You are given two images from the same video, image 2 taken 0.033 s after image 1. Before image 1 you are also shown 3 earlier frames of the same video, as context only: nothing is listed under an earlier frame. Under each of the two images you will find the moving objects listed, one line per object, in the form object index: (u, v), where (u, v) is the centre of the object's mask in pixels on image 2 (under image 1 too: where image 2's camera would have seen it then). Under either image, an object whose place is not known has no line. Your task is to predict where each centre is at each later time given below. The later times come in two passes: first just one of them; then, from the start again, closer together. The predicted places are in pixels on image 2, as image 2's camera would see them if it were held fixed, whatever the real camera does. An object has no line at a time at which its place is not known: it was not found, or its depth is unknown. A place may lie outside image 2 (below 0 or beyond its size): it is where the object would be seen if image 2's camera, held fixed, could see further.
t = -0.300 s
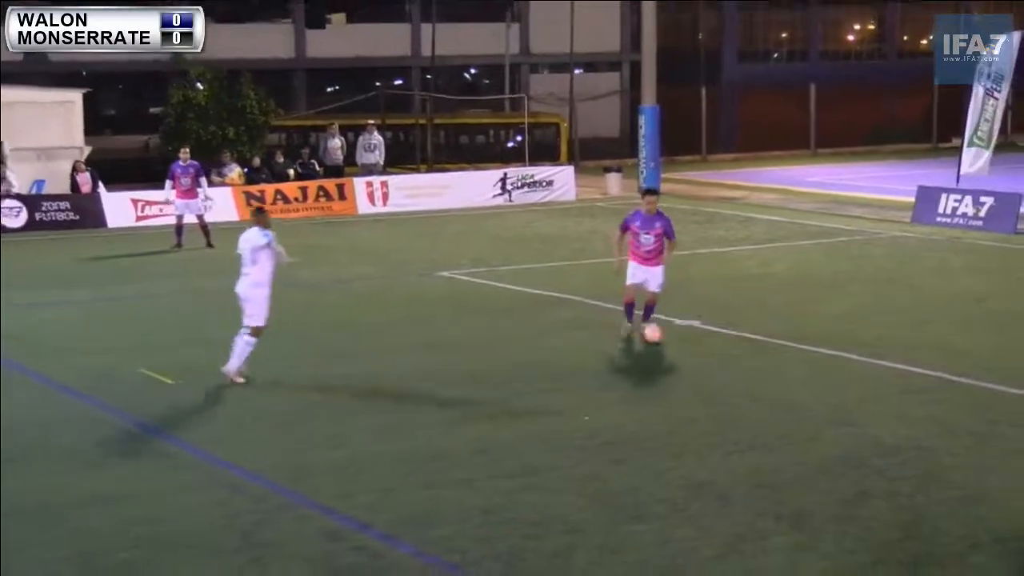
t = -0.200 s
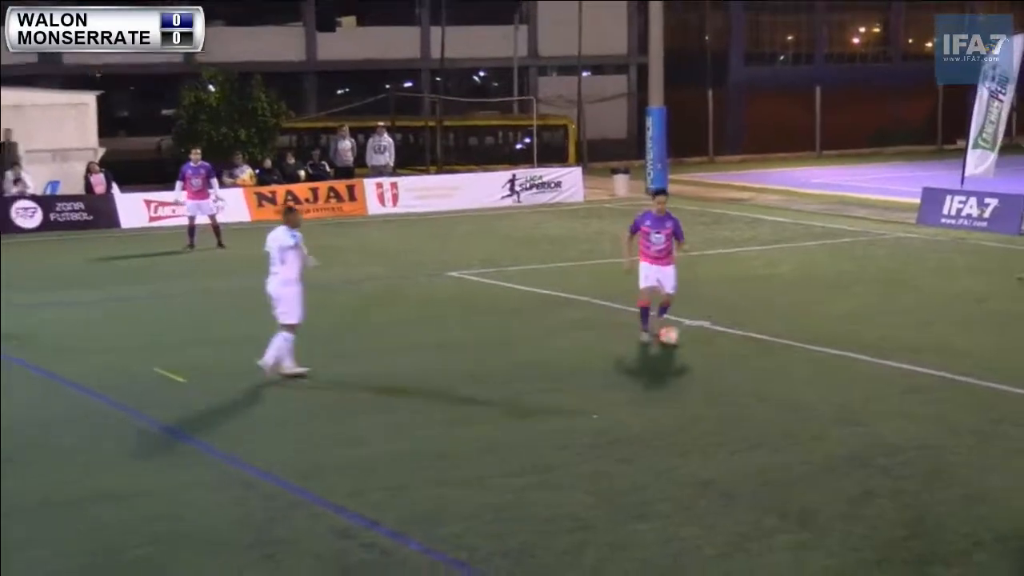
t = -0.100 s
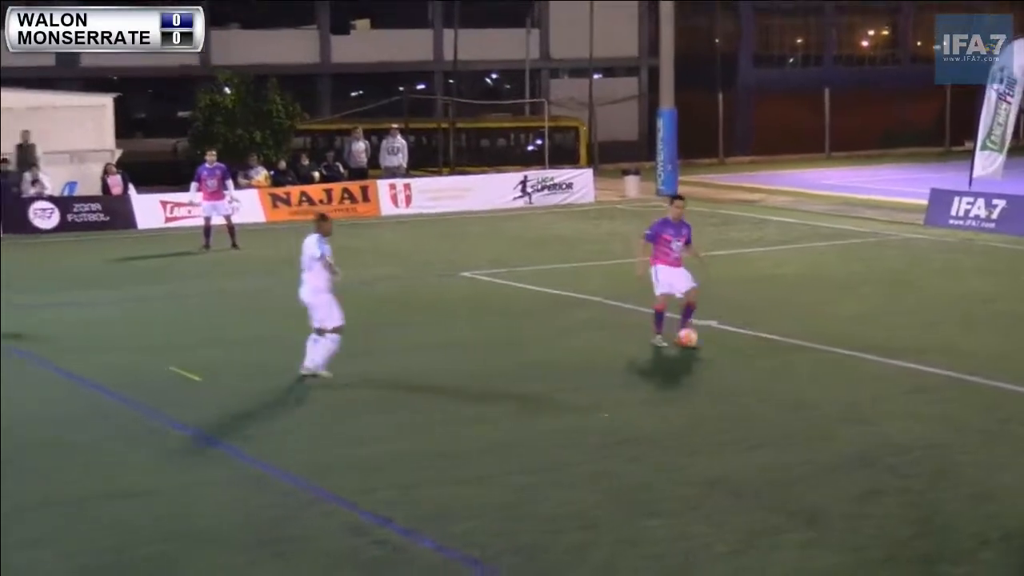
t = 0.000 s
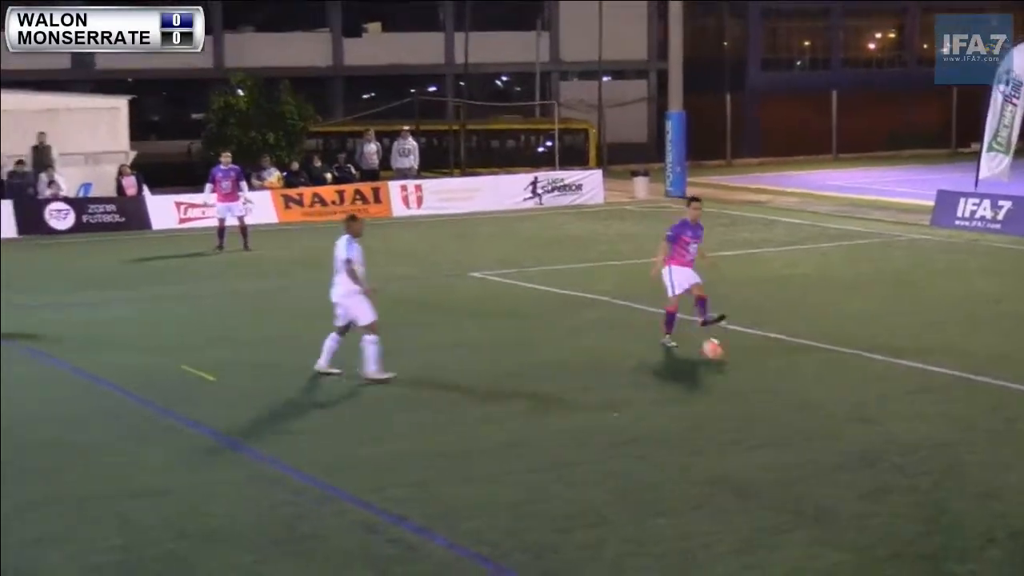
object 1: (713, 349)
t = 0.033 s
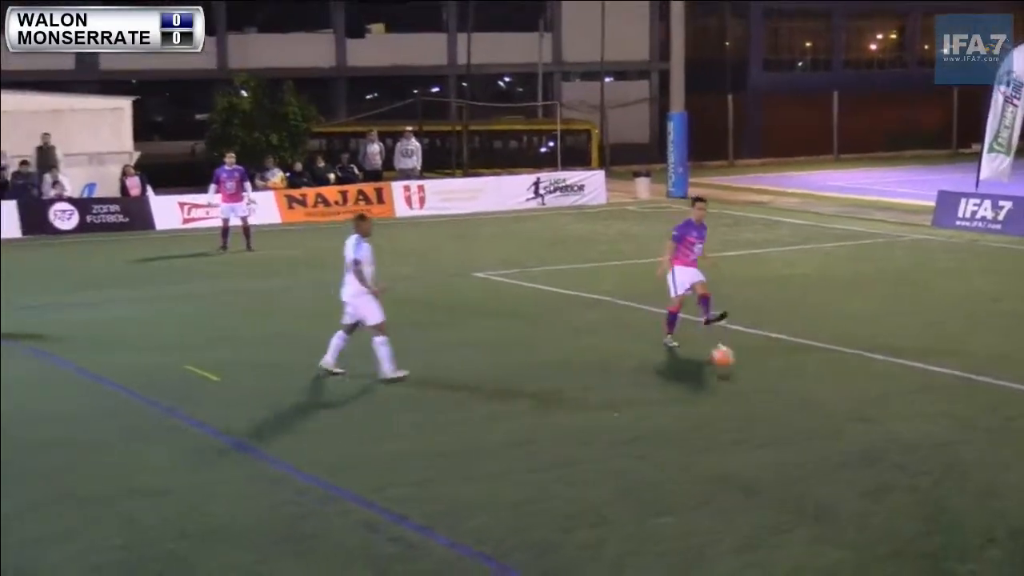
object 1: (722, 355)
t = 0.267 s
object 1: (774, 409)
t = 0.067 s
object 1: (730, 364)
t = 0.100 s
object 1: (737, 377)
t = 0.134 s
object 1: (746, 386)
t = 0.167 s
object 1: (752, 389)
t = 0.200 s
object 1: (758, 395)
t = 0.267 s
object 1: (774, 409)
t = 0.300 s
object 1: (782, 418)
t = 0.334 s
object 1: (789, 431)
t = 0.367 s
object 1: (798, 447)
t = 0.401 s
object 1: (805, 458)
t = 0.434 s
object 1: (812, 462)
